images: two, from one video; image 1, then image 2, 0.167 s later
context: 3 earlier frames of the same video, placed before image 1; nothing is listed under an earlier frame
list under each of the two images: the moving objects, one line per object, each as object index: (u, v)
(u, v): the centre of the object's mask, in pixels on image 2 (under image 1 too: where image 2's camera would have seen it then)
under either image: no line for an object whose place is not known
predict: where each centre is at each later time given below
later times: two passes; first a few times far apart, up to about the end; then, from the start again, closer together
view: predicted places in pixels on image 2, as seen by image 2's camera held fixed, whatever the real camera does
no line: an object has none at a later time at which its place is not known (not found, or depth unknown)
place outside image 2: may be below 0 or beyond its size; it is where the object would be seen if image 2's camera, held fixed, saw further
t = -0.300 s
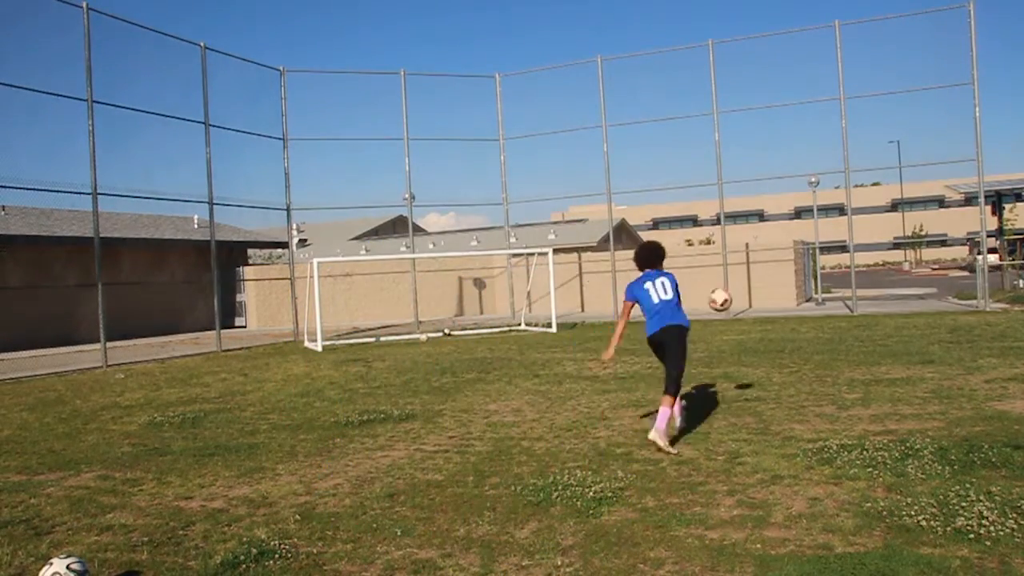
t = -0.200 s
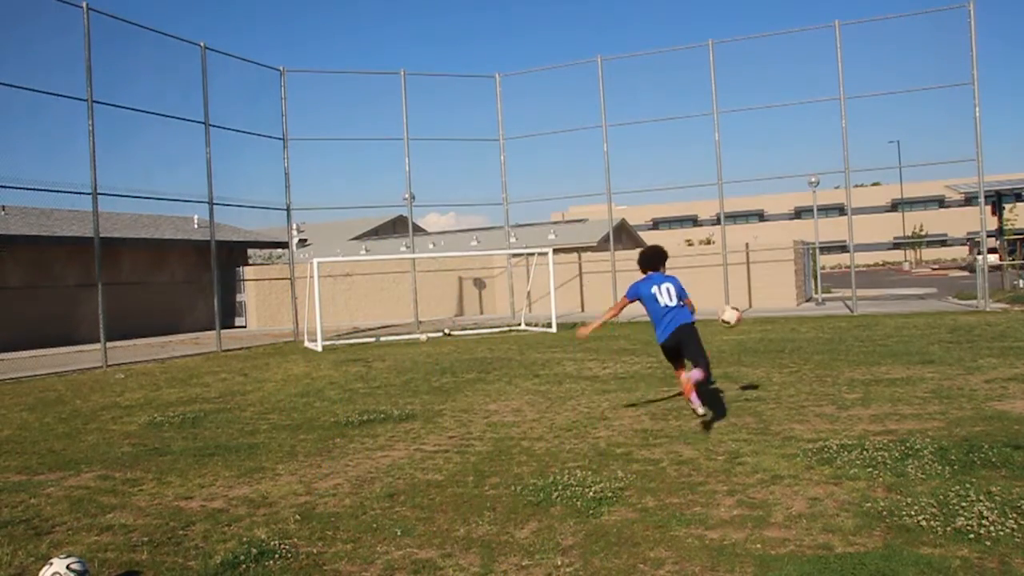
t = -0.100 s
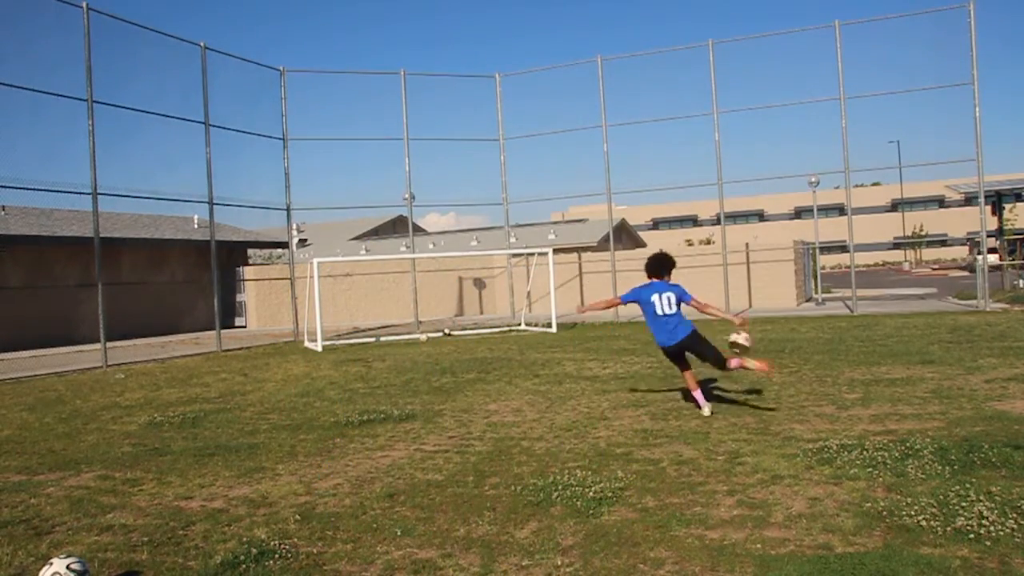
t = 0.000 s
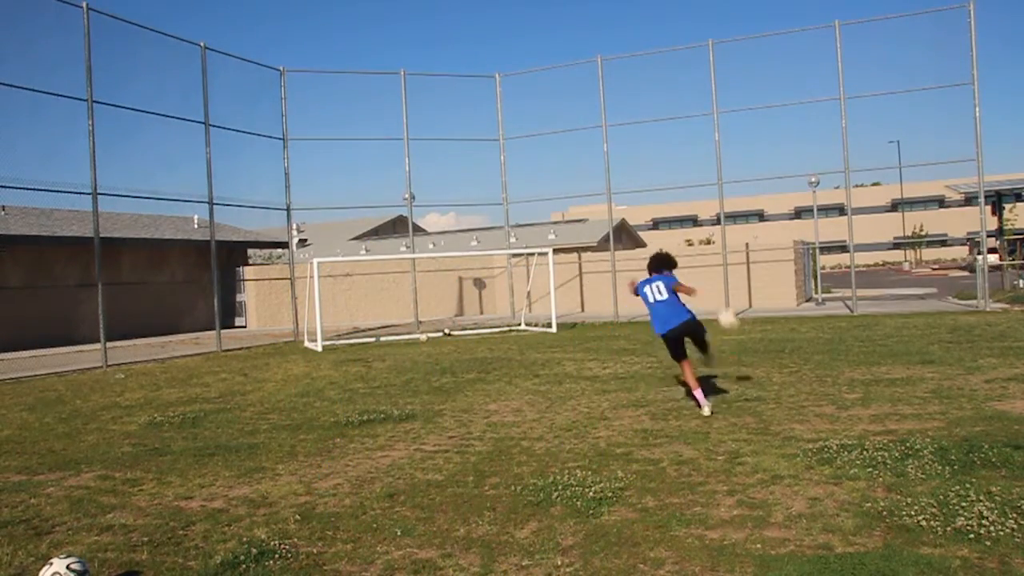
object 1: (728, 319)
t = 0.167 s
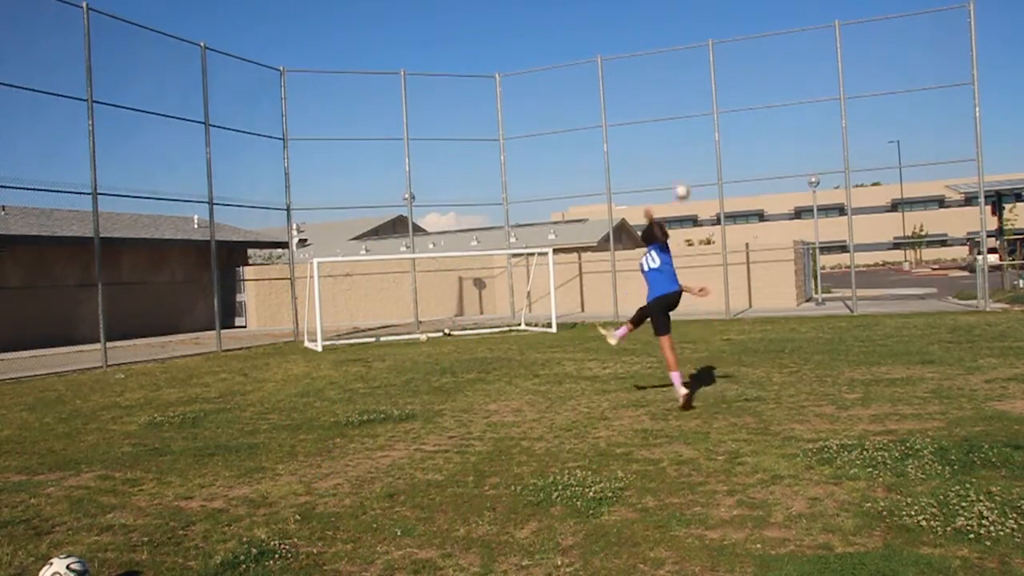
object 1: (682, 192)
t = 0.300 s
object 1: (663, 136)
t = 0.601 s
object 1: (648, 84)
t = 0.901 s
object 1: (651, 83)
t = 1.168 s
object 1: (645, 97)
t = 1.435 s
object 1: (628, 124)
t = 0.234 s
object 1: (671, 160)
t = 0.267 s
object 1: (668, 147)
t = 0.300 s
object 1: (663, 136)
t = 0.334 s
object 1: (660, 126)
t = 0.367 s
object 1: (658, 117)
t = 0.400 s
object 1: (656, 110)
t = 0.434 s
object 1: (654, 103)
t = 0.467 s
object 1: (653, 98)
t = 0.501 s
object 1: (651, 93)
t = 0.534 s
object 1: (650, 89)
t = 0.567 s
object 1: (649, 86)
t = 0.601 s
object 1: (648, 84)
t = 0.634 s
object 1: (648, 82)
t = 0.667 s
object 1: (648, 80)
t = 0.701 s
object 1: (648, 79)
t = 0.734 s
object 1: (648, 79)
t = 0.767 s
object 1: (648, 79)
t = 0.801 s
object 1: (648, 79)
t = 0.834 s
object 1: (649, 80)
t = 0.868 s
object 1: (650, 81)
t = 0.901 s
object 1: (651, 83)
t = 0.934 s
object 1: (651, 84)
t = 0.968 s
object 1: (652, 87)
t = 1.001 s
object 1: (653, 88)
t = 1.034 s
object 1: (654, 92)
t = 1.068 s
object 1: (652, 93)
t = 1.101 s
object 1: (650, 94)
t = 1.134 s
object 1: (647, 95)
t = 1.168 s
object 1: (645, 97)
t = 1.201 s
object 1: (643, 99)
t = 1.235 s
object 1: (641, 102)
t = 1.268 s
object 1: (638, 105)
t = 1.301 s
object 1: (636, 107)
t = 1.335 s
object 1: (634, 111)
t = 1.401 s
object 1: (630, 120)
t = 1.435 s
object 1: (628, 124)
